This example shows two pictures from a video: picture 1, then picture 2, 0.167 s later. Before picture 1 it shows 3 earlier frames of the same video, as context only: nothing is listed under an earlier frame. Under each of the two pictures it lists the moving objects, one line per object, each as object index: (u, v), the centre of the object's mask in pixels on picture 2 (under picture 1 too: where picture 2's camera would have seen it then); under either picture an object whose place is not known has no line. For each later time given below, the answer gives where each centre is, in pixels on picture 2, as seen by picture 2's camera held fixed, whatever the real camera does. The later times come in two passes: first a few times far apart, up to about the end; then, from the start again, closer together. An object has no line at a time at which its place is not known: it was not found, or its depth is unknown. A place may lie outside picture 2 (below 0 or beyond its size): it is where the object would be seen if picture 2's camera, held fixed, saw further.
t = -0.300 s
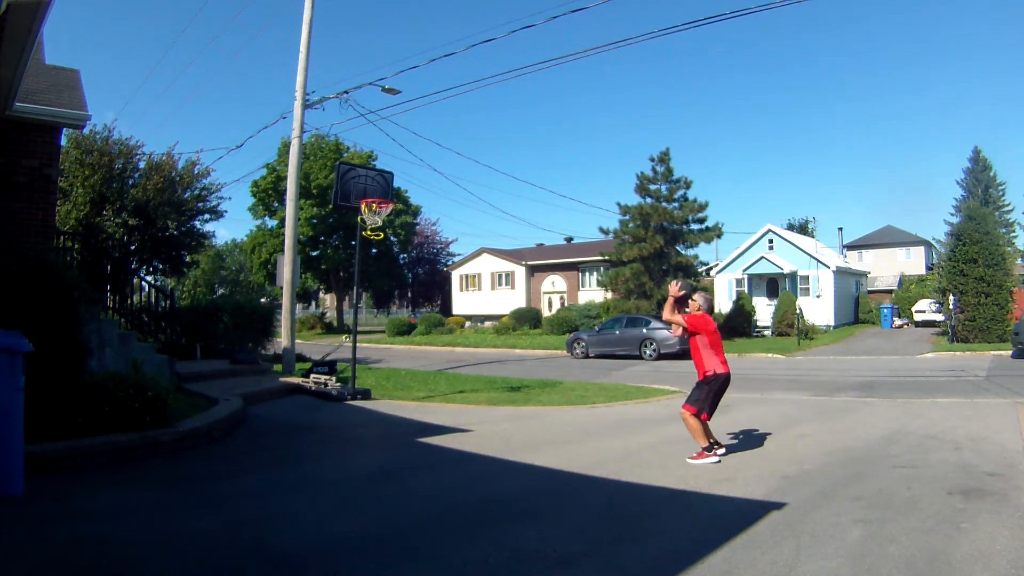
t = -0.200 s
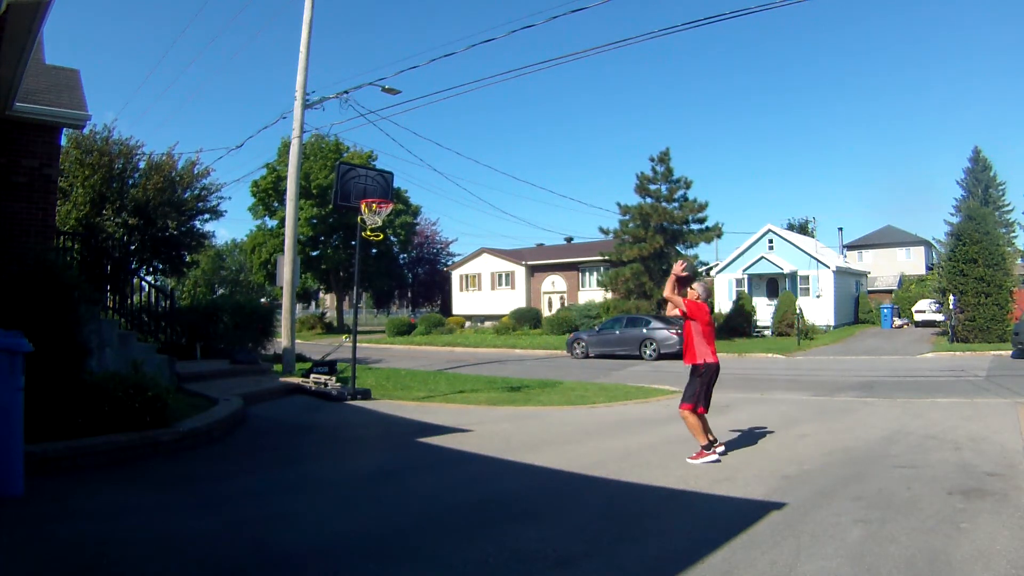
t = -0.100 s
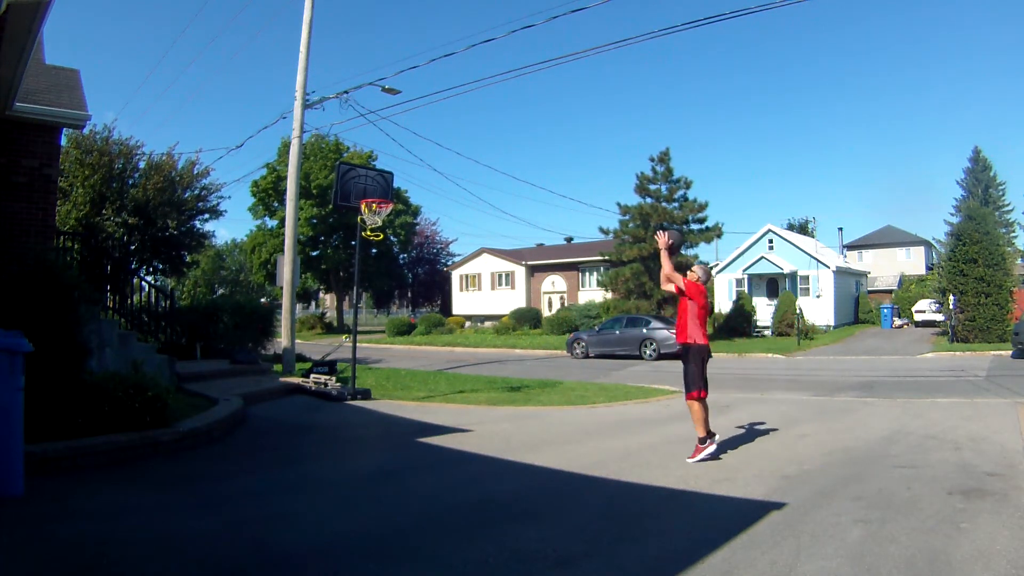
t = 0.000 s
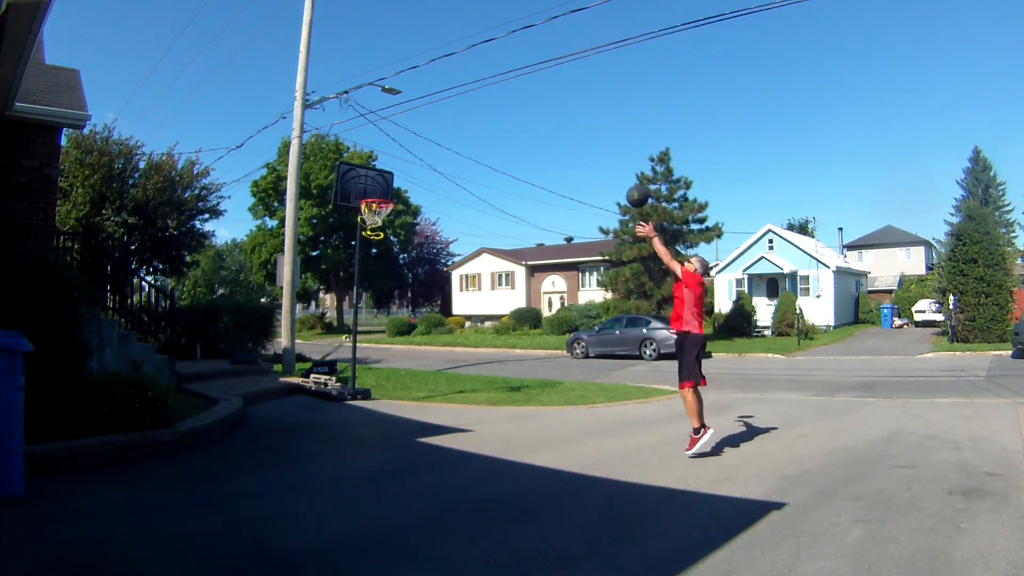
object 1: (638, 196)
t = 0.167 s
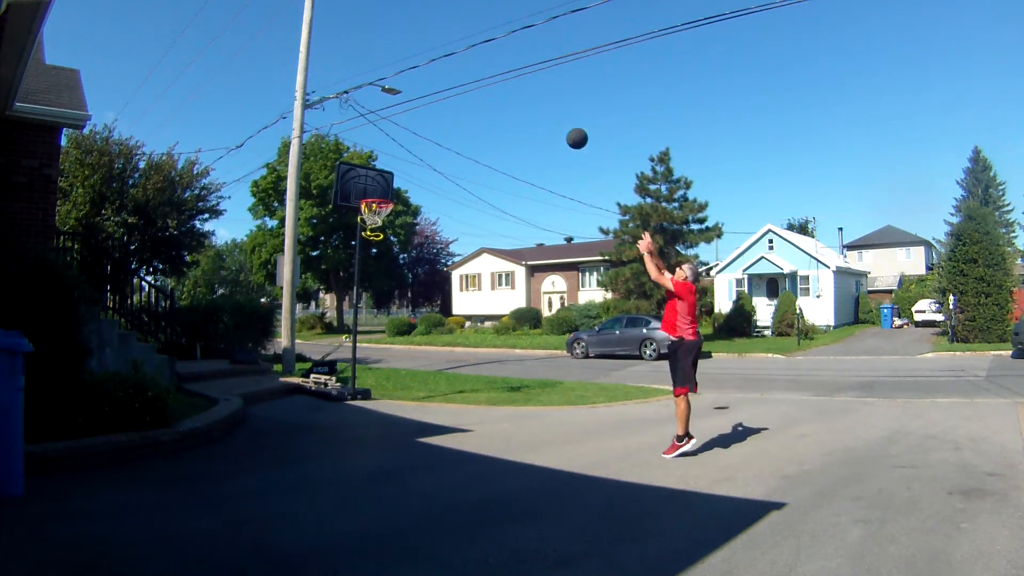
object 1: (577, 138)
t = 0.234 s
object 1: (555, 125)
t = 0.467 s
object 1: (489, 109)
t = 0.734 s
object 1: (426, 141)
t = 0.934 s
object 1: (385, 191)
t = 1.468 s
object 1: (365, 367)
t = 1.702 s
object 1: (370, 359)
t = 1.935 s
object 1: (380, 309)
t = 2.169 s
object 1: (392, 300)
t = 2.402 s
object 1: (408, 344)
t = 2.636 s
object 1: (427, 447)
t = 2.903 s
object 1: (445, 377)
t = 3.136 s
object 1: (465, 374)
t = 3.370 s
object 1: (489, 443)
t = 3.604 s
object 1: (518, 445)
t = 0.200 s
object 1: (566, 131)
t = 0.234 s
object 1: (555, 125)
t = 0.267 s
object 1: (545, 119)
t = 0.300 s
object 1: (535, 115)
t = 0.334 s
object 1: (525, 112)
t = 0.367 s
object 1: (515, 110)
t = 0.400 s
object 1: (506, 109)
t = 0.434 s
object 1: (497, 109)
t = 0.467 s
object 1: (489, 109)
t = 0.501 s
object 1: (480, 110)
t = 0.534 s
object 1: (472, 113)
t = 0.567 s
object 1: (464, 115)
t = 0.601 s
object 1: (456, 119)
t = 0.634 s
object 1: (448, 124)
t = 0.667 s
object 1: (441, 129)
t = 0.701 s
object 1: (434, 134)
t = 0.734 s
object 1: (426, 141)
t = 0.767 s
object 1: (419, 148)
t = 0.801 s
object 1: (412, 156)
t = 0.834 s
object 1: (406, 164)
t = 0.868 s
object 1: (399, 173)
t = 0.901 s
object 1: (392, 182)
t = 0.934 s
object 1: (385, 191)
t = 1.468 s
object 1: (365, 367)
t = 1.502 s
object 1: (364, 384)
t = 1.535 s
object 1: (364, 406)
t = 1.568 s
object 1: (366, 402)
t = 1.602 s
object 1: (366, 391)
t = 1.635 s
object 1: (367, 379)
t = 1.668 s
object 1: (368, 368)
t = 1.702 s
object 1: (370, 359)
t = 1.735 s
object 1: (371, 350)
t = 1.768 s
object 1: (372, 341)
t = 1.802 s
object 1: (374, 333)
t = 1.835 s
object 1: (375, 326)
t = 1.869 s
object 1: (377, 320)
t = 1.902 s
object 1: (379, 314)
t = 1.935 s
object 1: (380, 309)
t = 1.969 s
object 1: (381, 306)
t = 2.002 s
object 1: (383, 303)
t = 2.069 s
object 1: (386, 299)
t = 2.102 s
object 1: (388, 298)
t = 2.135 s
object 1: (390, 299)
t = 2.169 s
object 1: (392, 300)
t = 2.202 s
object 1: (394, 304)
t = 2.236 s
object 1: (396, 307)
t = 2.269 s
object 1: (398, 312)
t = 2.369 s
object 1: (405, 334)
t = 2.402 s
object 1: (408, 344)
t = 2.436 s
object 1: (410, 356)
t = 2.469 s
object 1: (413, 368)
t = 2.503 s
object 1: (416, 382)
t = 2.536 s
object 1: (419, 397)
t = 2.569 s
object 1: (422, 414)
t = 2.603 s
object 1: (424, 432)
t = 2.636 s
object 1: (427, 447)
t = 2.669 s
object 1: (429, 434)
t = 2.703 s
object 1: (431, 424)
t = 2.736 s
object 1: (433, 414)
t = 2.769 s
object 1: (435, 405)
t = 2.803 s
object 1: (438, 396)
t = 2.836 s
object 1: (440, 389)
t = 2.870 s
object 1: (442, 382)
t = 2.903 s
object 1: (445, 377)
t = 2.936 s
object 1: (447, 373)
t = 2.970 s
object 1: (450, 370)
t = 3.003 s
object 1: (453, 368)
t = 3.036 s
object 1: (456, 367)
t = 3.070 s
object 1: (458, 368)
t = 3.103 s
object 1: (461, 370)
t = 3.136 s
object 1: (465, 374)
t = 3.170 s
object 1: (468, 380)
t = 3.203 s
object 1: (471, 386)
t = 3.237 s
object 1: (475, 395)
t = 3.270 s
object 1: (478, 404)
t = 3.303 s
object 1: (481, 415)
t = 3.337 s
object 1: (485, 428)
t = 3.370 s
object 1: (489, 443)
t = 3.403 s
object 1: (493, 460)
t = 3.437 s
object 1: (497, 479)
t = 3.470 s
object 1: (501, 481)
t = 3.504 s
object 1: (506, 471)
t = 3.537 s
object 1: (509, 461)
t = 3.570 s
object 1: (514, 452)
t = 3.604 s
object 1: (518, 445)
